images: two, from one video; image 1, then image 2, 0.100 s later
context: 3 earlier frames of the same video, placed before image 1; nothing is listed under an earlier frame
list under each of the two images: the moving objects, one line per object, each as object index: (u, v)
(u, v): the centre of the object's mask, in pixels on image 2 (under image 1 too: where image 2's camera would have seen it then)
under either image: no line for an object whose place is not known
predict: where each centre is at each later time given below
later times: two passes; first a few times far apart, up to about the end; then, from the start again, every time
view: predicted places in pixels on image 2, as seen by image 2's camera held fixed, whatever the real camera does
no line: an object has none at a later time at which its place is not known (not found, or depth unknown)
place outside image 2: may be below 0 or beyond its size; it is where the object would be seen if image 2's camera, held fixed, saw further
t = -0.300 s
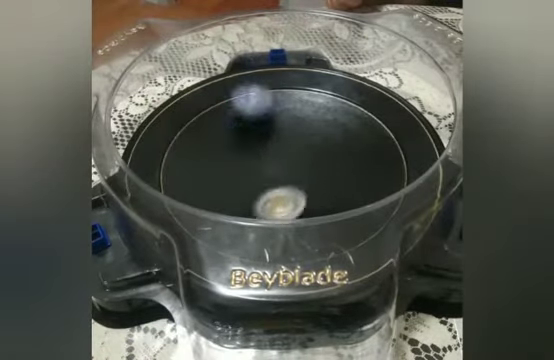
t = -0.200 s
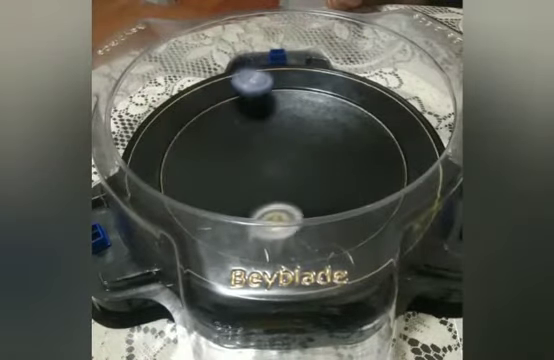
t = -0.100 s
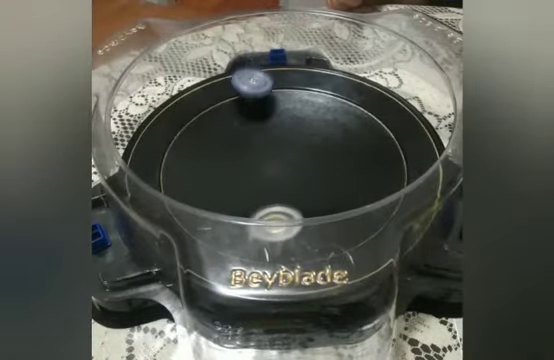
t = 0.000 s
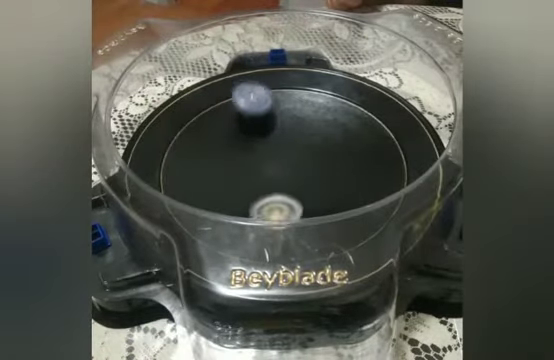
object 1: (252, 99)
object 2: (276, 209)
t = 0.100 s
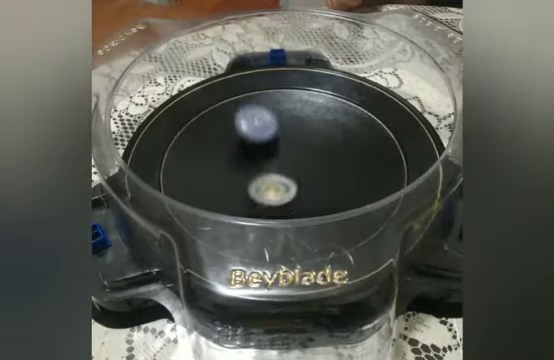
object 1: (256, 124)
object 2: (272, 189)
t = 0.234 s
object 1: (276, 126)
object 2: (251, 180)
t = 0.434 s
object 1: (343, 186)
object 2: (223, 192)
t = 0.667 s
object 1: (297, 179)
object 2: (244, 169)
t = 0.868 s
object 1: (272, 149)
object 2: (182, 62)
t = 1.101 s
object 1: (202, 111)
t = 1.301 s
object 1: (222, 123)
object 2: (160, 89)
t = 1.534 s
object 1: (290, 174)
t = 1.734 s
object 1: (329, 199)
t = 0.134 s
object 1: (257, 133)
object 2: (270, 181)
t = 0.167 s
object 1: (260, 139)
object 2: (267, 173)
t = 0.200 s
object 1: (267, 131)
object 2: (259, 174)
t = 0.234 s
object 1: (276, 126)
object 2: (251, 180)
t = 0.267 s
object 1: (293, 137)
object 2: (244, 185)
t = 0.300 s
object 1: (308, 150)
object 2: (237, 188)
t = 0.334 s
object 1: (322, 175)
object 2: (231, 191)
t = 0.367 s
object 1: (335, 202)
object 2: (227, 192)
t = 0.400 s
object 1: (342, 204)
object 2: (224, 193)
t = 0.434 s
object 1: (343, 186)
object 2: (223, 192)
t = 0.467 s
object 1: (343, 177)
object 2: (222, 191)
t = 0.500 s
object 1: (341, 175)
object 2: (224, 189)
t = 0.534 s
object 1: (337, 182)
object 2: (226, 186)
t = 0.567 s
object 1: (330, 194)
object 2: (230, 183)
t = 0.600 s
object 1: (325, 212)
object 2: (234, 178)
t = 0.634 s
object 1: (312, 198)
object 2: (239, 174)
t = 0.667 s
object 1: (297, 179)
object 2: (244, 169)
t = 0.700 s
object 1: (289, 164)
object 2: (246, 163)
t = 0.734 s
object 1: (284, 143)
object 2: (248, 156)
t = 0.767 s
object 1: (282, 133)
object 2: (236, 125)
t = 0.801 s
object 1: (280, 133)
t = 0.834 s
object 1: (277, 141)
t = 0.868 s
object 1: (272, 149)
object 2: (182, 62)
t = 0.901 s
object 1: (256, 140)
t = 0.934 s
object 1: (239, 133)
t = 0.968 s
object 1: (224, 133)
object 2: (123, 79)
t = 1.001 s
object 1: (215, 124)
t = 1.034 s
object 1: (207, 120)
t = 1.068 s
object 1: (203, 113)
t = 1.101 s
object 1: (202, 111)
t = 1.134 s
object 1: (201, 112)
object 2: (141, 101)
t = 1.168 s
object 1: (203, 109)
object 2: (152, 90)
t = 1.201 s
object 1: (206, 111)
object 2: (165, 83)
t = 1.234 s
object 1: (212, 115)
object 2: (167, 85)
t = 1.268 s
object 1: (217, 117)
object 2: (166, 87)
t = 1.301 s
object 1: (222, 123)
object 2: (160, 89)
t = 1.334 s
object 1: (232, 129)
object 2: (160, 90)
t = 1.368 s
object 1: (240, 136)
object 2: (160, 89)
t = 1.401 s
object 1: (249, 144)
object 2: (161, 90)
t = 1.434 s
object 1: (259, 152)
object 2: (160, 90)
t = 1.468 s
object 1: (269, 159)
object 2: (160, 90)
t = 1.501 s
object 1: (280, 166)
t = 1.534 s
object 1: (290, 174)
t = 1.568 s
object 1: (299, 180)
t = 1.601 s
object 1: (309, 186)
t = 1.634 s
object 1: (316, 192)
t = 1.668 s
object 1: (322, 196)
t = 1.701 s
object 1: (326, 198)
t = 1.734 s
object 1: (329, 199)
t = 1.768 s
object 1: (330, 200)
